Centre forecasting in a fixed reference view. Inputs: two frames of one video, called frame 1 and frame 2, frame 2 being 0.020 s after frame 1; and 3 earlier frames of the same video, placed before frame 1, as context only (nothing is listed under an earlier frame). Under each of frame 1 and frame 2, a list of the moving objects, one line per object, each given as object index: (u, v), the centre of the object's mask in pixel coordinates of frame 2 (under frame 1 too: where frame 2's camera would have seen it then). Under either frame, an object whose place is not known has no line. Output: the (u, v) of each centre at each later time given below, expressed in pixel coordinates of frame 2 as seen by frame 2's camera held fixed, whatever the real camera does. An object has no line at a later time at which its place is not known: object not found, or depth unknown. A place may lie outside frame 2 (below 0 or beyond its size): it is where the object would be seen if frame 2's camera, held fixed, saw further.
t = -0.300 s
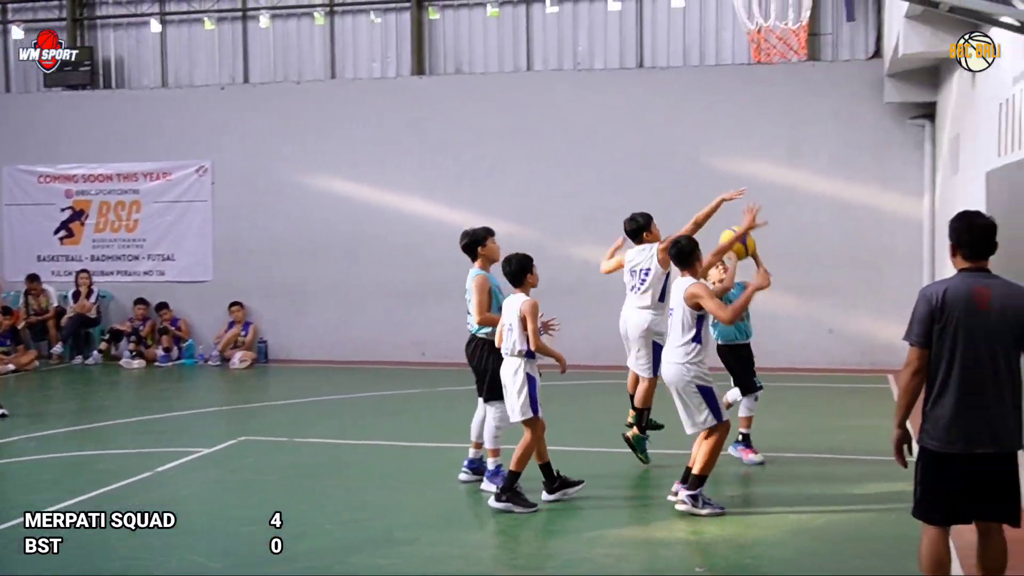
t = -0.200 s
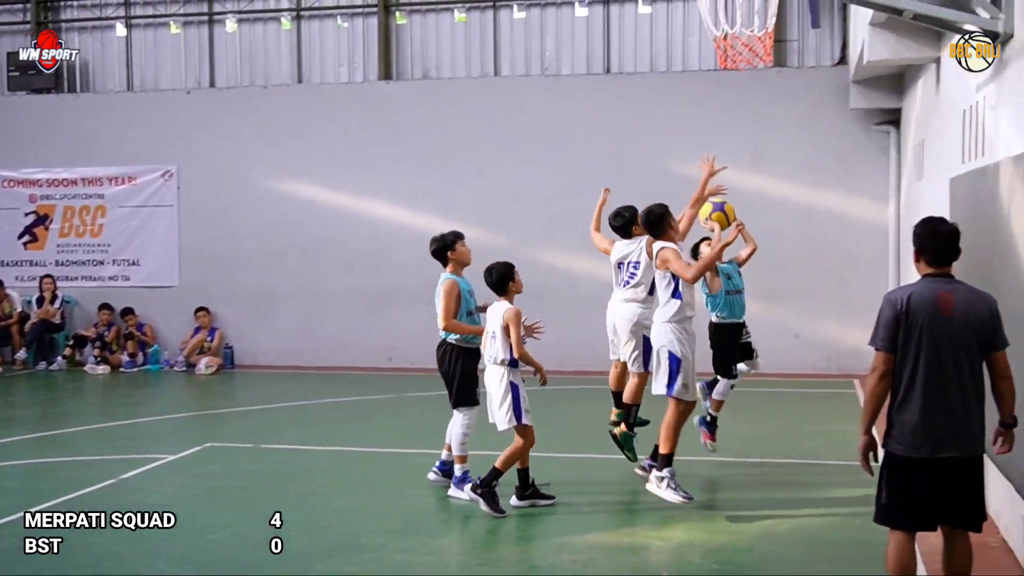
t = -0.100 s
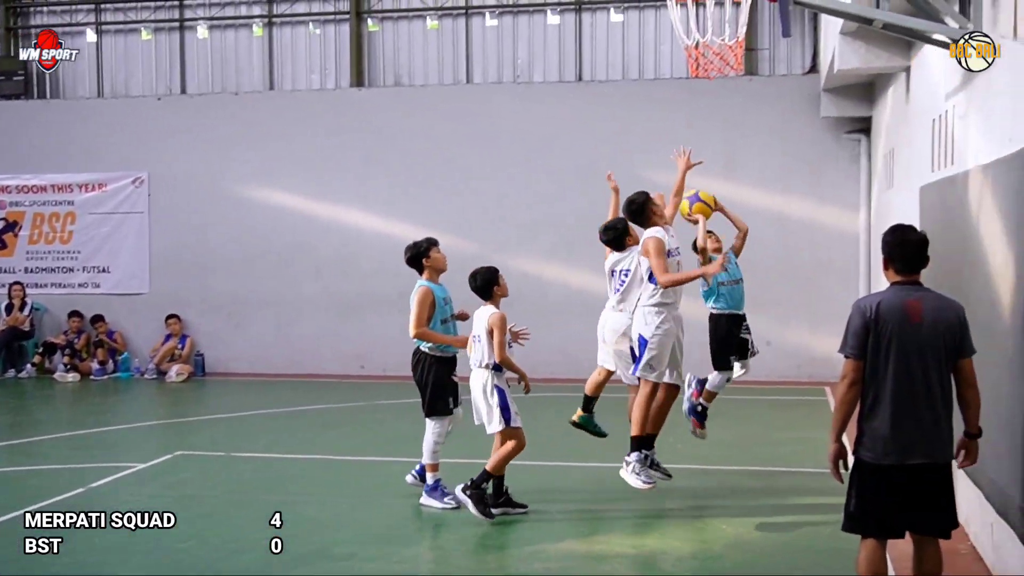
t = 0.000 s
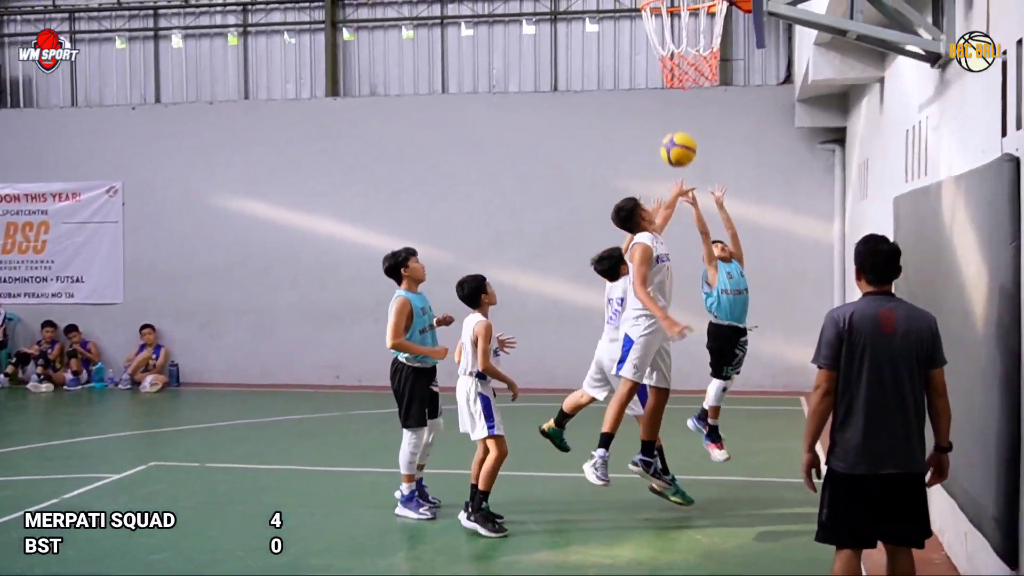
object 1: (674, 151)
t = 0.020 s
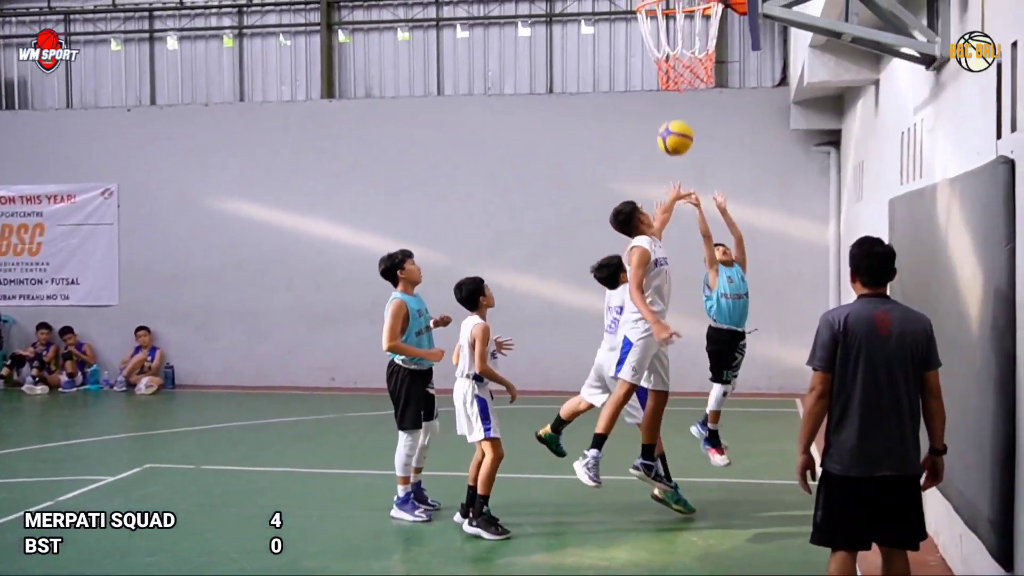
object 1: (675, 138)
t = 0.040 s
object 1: (676, 124)
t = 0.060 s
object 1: (677, 112)
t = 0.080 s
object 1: (677, 101)
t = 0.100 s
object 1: (678, 89)
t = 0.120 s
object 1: (679, 78)
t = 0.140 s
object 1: (679, 68)
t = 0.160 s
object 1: (679, 56)
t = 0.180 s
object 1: (680, 46)
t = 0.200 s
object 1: (681, 36)
